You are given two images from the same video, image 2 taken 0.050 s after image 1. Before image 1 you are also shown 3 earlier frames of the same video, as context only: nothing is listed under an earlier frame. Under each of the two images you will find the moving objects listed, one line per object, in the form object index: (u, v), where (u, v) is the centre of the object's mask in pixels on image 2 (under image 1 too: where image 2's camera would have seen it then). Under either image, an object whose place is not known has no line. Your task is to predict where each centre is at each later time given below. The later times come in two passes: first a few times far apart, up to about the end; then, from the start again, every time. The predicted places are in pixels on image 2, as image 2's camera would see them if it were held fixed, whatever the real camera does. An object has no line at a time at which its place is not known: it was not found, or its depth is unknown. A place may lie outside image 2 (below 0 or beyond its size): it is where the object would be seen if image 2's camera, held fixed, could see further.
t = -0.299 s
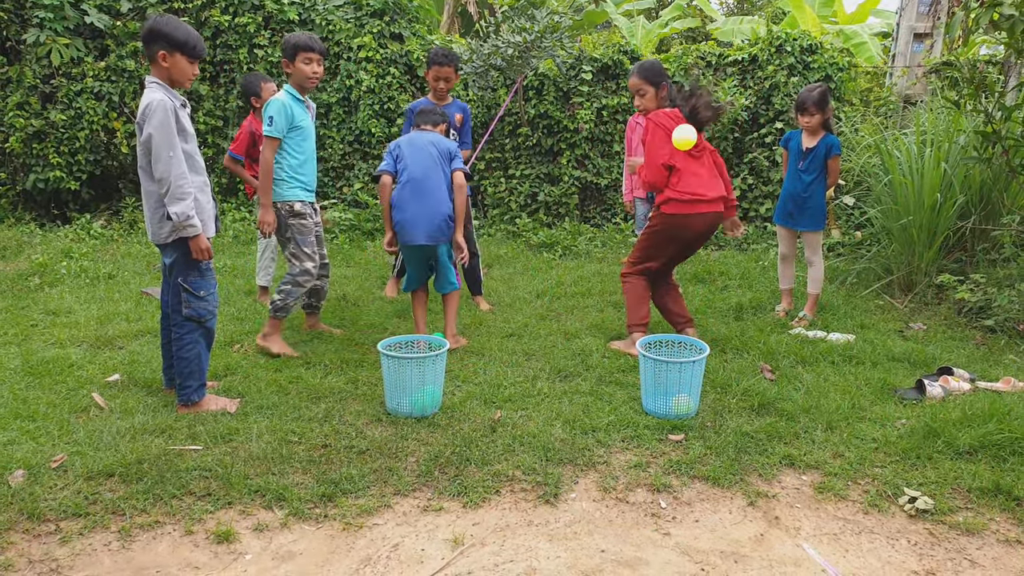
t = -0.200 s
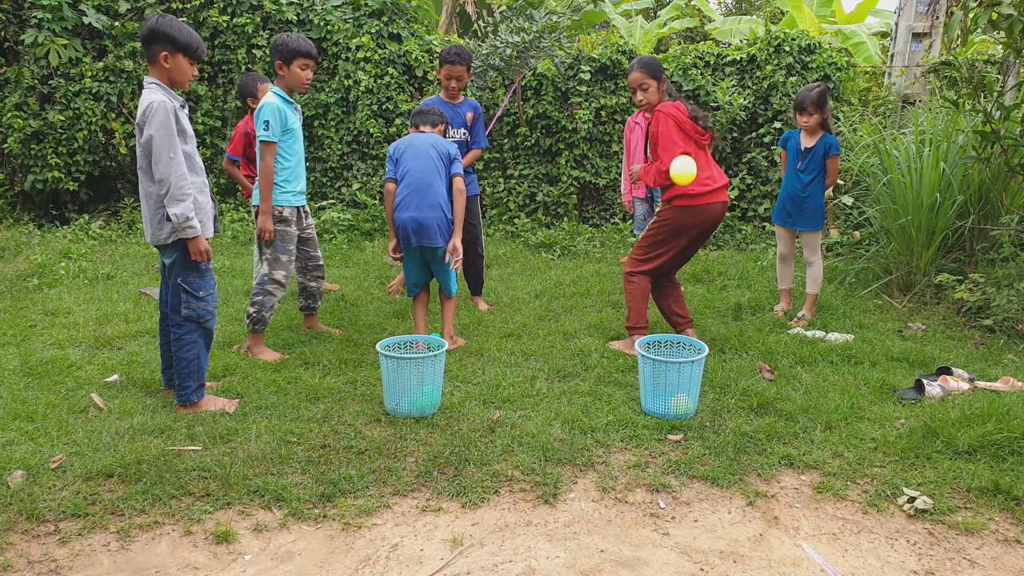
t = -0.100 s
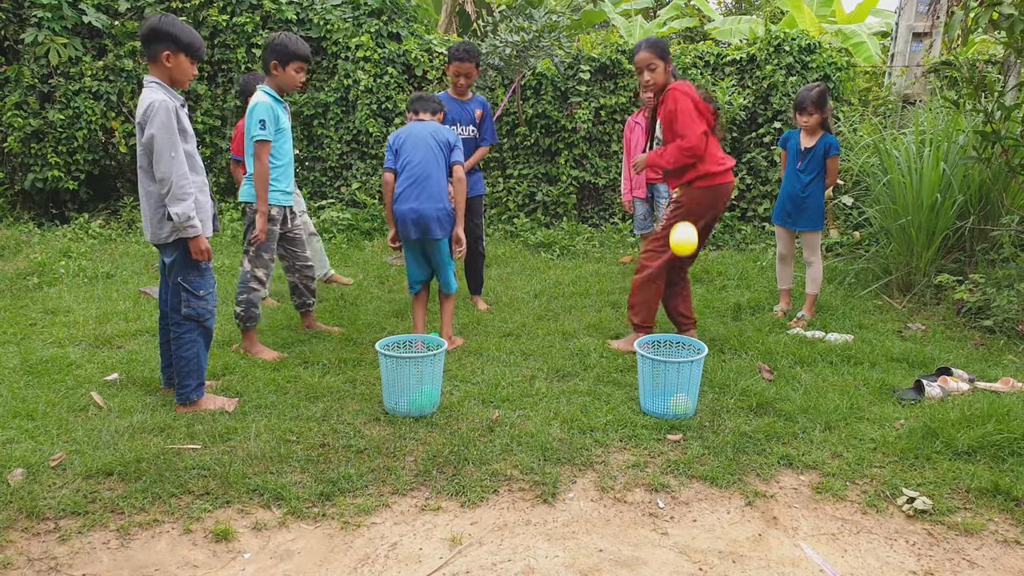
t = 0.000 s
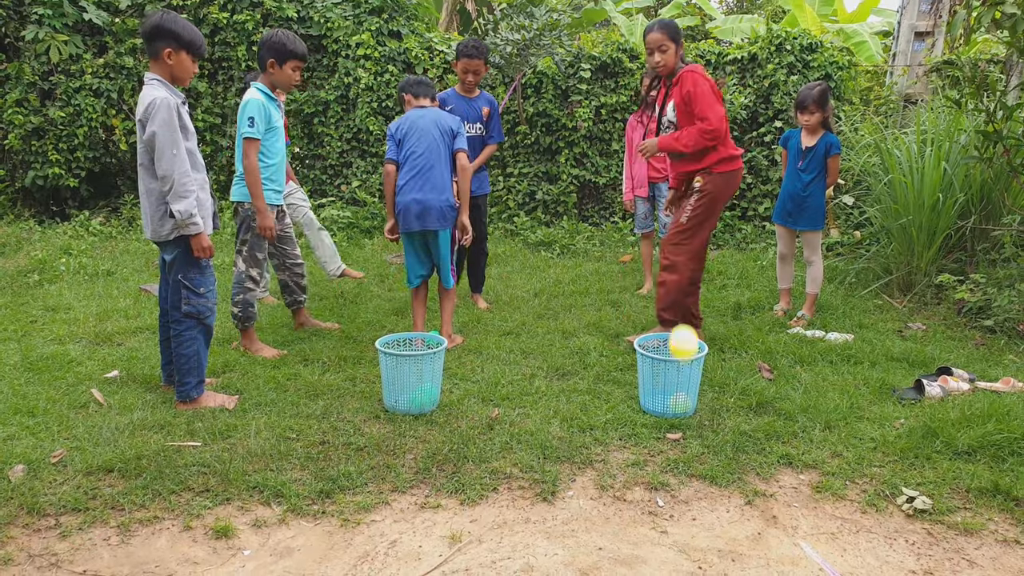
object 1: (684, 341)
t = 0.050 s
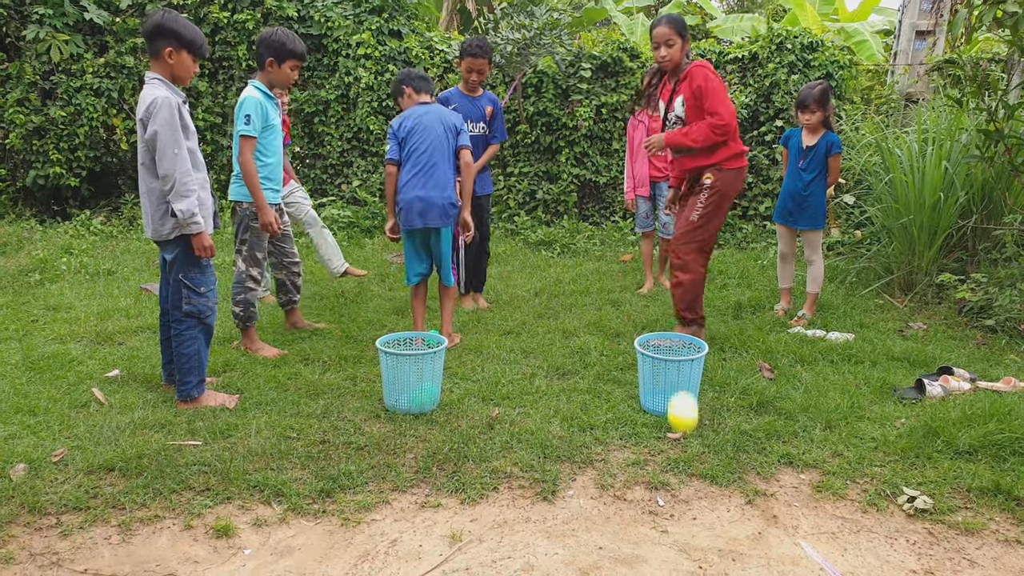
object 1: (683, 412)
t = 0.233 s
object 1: (673, 505)
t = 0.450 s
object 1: (651, 507)
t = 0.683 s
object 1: (641, 549)
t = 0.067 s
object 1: (682, 437)
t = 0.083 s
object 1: (681, 463)
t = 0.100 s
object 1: (680, 491)
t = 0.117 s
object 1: (680, 520)
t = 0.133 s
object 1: (679, 548)
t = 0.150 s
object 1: (679, 543)
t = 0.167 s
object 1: (678, 534)
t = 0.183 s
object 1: (677, 526)
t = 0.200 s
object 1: (675, 517)
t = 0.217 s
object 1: (674, 510)
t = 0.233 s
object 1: (673, 505)
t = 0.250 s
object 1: (672, 500)
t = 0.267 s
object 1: (670, 496)
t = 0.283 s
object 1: (669, 492)
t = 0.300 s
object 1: (667, 490)
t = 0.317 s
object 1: (666, 489)
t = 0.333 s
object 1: (664, 488)
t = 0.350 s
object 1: (663, 488)
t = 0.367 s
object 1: (661, 489)
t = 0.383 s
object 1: (659, 490)
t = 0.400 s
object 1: (657, 493)
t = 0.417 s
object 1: (655, 496)
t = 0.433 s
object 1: (653, 501)
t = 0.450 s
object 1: (651, 507)
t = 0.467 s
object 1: (650, 513)
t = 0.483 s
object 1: (647, 521)
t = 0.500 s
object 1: (645, 530)
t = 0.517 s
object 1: (642, 539)
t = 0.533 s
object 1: (640, 551)
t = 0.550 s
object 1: (638, 560)
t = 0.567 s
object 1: (639, 555)
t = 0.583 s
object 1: (640, 552)
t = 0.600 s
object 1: (640, 549)
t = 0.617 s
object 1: (640, 548)
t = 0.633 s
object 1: (640, 547)
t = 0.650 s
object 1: (640, 547)
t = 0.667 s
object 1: (640, 547)
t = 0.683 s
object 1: (641, 549)
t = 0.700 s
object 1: (641, 551)
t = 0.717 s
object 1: (642, 555)
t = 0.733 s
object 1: (642, 559)
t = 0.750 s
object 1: (642, 563)
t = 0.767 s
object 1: (642, 566)
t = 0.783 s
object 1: (642, 570)
